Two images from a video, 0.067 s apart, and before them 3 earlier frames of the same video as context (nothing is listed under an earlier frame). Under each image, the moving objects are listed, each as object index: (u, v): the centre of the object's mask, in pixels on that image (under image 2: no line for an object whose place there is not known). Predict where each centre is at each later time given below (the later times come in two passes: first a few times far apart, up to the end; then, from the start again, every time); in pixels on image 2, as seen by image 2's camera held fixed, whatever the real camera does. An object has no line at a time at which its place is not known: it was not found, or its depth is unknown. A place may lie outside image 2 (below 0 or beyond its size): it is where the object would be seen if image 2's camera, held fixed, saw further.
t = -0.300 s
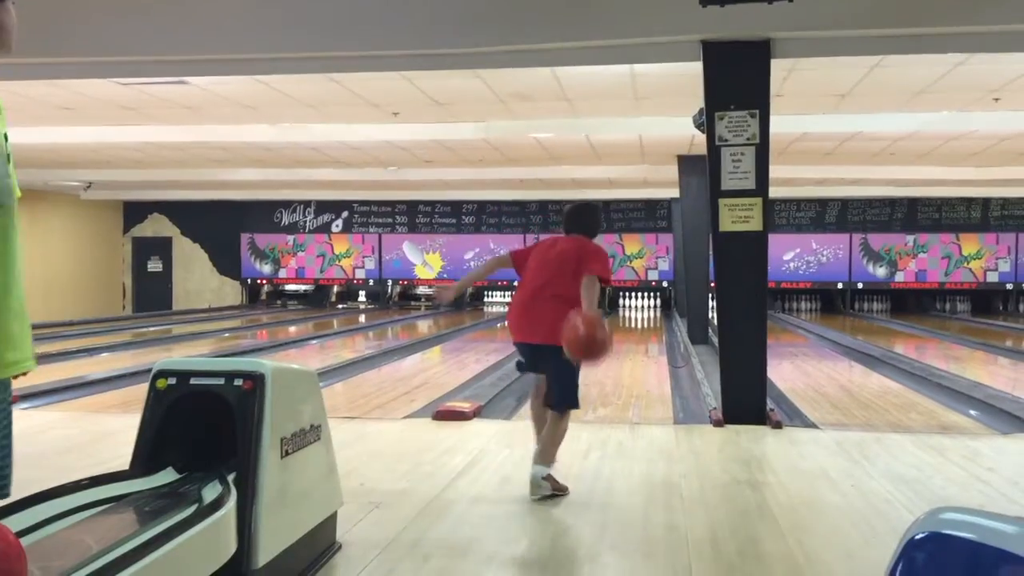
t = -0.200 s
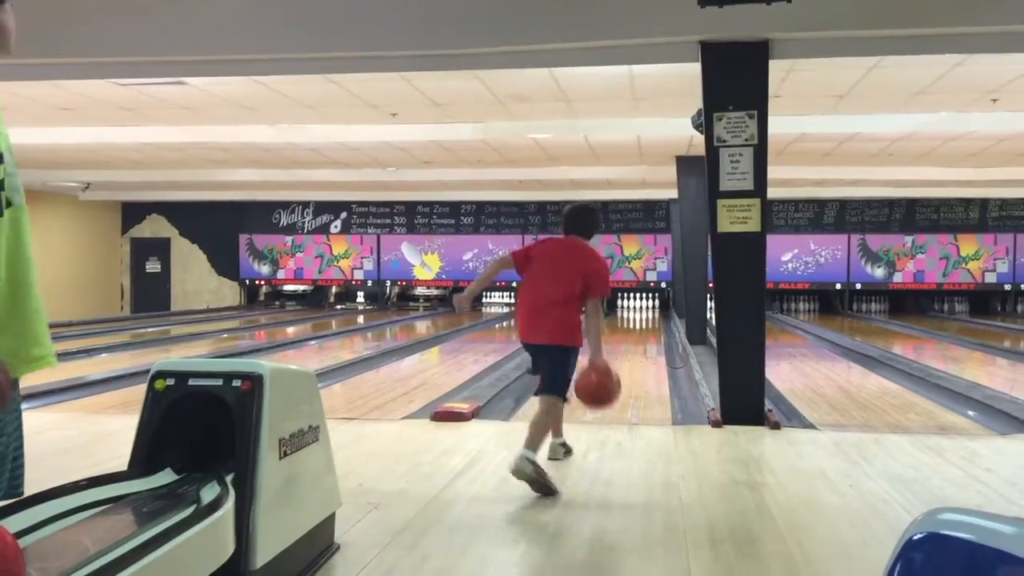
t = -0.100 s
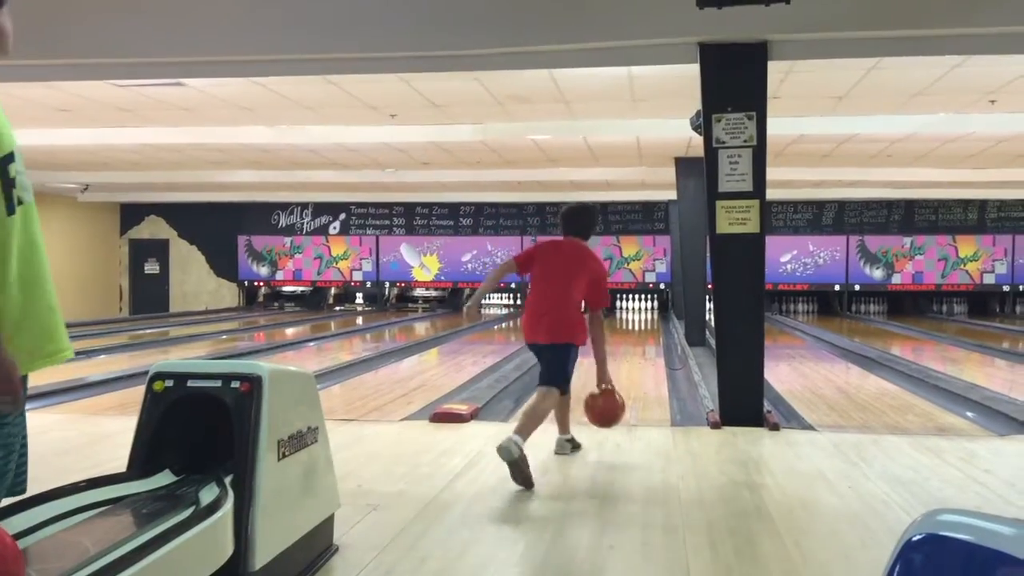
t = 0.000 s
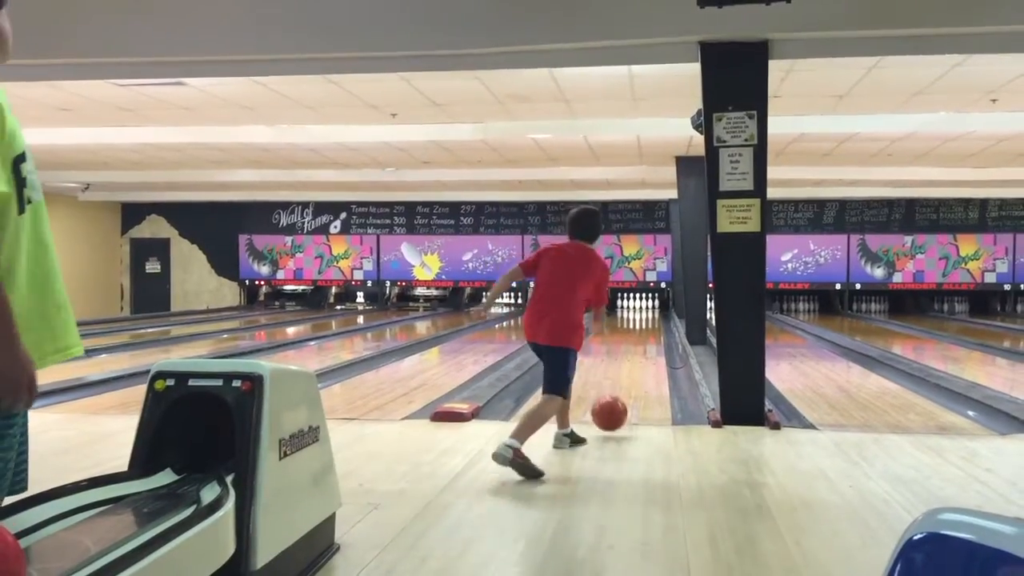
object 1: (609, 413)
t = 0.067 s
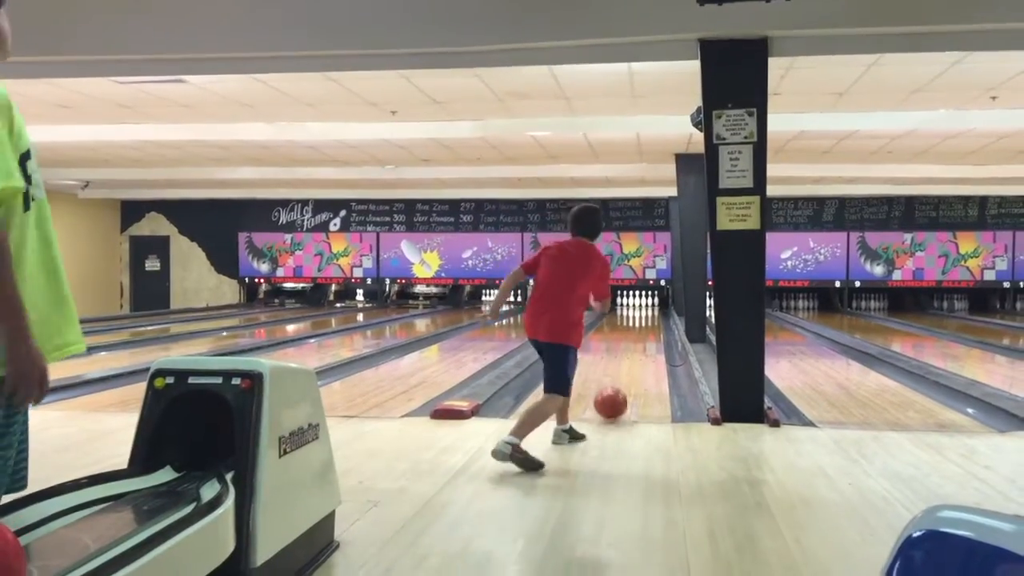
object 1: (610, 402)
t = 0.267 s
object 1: (615, 382)
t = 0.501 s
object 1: (619, 362)
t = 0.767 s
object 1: (622, 346)
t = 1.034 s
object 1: (624, 335)
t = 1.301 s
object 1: (626, 327)
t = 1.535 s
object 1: (626, 322)
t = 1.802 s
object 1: (627, 317)
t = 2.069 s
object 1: (628, 312)
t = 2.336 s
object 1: (628, 309)
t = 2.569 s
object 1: (628, 306)
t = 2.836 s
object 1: (628, 304)
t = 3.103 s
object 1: (622, 301)
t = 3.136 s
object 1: (621, 301)
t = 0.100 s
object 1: (611, 398)
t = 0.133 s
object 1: (612, 395)
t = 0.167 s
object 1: (613, 393)
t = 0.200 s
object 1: (613, 389)
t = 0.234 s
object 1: (614, 385)
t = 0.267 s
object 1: (615, 382)
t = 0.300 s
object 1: (616, 379)
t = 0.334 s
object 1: (616, 375)
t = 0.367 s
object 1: (617, 373)
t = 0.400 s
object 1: (617, 370)
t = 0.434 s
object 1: (618, 367)
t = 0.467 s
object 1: (618, 364)
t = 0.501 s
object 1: (619, 362)
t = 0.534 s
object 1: (619, 360)
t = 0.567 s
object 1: (620, 357)
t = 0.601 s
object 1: (620, 356)
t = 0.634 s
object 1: (620, 354)
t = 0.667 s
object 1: (621, 352)
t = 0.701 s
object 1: (621, 350)
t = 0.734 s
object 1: (621, 348)
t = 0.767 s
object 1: (622, 346)
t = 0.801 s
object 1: (622, 345)
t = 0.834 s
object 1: (622, 344)
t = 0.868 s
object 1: (623, 341)
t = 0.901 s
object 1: (623, 340)
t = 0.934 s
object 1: (623, 339)
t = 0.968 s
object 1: (623, 337)
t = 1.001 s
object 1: (624, 336)
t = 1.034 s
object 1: (624, 335)
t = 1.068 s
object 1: (624, 334)
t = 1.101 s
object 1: (624, 333)
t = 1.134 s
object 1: (625, 332)
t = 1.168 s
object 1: (625, 331)
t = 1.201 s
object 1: (625, 330)
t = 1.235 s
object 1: (626, 329)
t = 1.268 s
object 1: (626, 328)
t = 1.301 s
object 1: (626, 327)
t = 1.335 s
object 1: (626, 326)
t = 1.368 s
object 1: (626, 326)
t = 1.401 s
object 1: (626, 325)
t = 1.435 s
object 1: (626, 324)
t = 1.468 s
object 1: (626, 323)
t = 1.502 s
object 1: (626, 323)
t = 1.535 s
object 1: (626, 322)
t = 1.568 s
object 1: (626, 321)
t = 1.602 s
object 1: (627, 320)
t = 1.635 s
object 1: (627, 320)
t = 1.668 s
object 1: (627, 319)
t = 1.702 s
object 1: (627, 318)
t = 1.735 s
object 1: (627, 318)
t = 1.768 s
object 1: (627, 317)
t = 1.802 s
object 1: (627, 317)
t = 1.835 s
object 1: (627, 317)
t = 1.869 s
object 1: (628, 316)
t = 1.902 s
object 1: (627, 315)
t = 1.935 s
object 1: (627, 315)
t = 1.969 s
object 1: (627, 314)
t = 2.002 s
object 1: (627, 313)
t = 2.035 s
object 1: (628, 312)
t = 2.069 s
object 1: (628, 312)
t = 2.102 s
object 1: (628, 312)
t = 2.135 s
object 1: (628, 311)
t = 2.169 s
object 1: (628, 311)
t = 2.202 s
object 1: (628, 310)
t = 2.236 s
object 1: (628, 310)
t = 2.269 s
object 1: (628, 310)
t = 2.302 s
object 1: (627, 309)
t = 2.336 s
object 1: (628, 309)
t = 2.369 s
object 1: (628, 309)
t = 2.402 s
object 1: (628, 308)
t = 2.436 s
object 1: (628, 308)
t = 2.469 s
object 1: (628, 308)
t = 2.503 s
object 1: (628, 307)
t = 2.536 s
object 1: (628, 306)
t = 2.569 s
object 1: (628, 306)
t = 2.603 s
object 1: (628, 305)
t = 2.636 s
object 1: (628, 305)
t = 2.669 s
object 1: (628, 305)
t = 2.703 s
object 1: (628, 305)
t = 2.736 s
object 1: (628, 304)
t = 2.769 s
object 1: (628, 304)
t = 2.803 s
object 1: (628, 304)
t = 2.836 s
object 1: (628, 304)
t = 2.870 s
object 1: (628, 304)
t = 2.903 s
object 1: (627, 303)
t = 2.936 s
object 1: (626, 302)
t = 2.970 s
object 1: (625, 302)
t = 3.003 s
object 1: (625, 302)
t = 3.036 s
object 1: (624, 301)
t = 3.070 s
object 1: (623, 301)
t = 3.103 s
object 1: (622, 301)
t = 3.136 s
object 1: (621, 301)
